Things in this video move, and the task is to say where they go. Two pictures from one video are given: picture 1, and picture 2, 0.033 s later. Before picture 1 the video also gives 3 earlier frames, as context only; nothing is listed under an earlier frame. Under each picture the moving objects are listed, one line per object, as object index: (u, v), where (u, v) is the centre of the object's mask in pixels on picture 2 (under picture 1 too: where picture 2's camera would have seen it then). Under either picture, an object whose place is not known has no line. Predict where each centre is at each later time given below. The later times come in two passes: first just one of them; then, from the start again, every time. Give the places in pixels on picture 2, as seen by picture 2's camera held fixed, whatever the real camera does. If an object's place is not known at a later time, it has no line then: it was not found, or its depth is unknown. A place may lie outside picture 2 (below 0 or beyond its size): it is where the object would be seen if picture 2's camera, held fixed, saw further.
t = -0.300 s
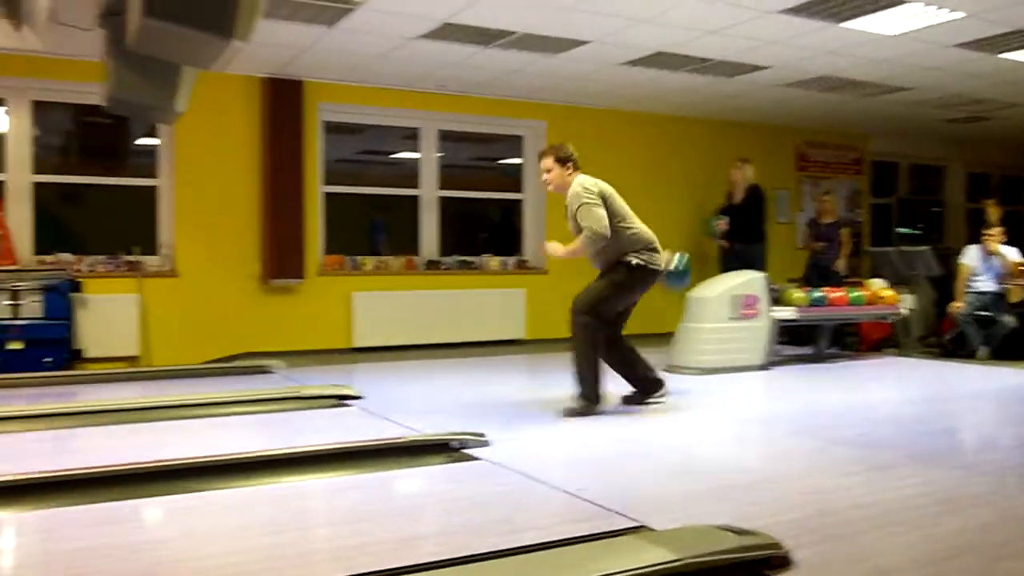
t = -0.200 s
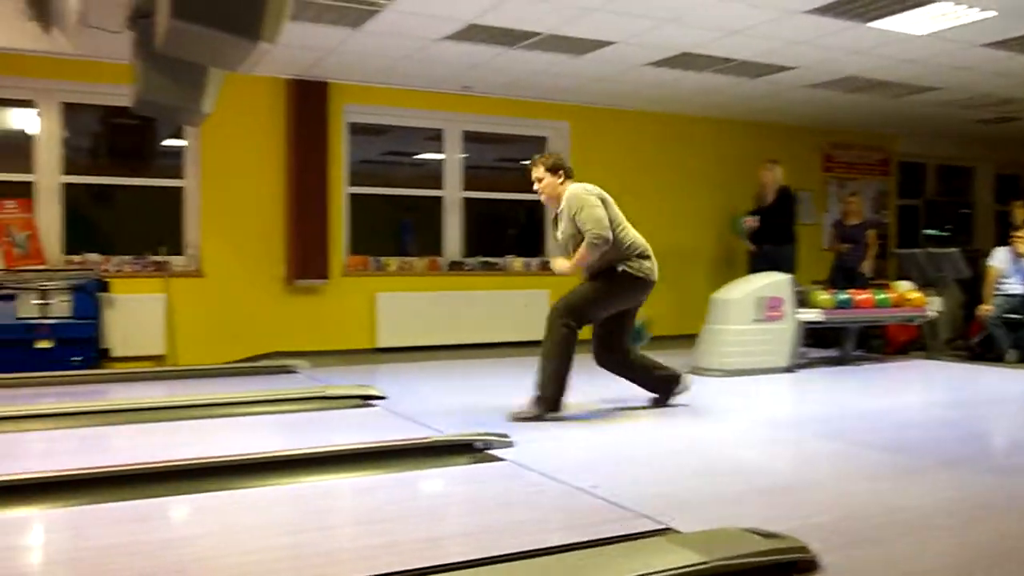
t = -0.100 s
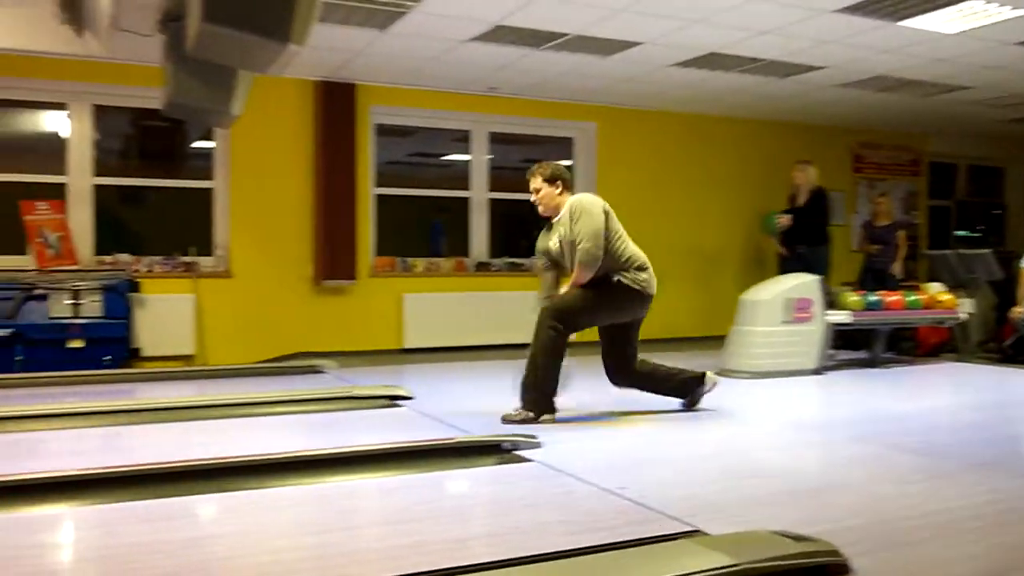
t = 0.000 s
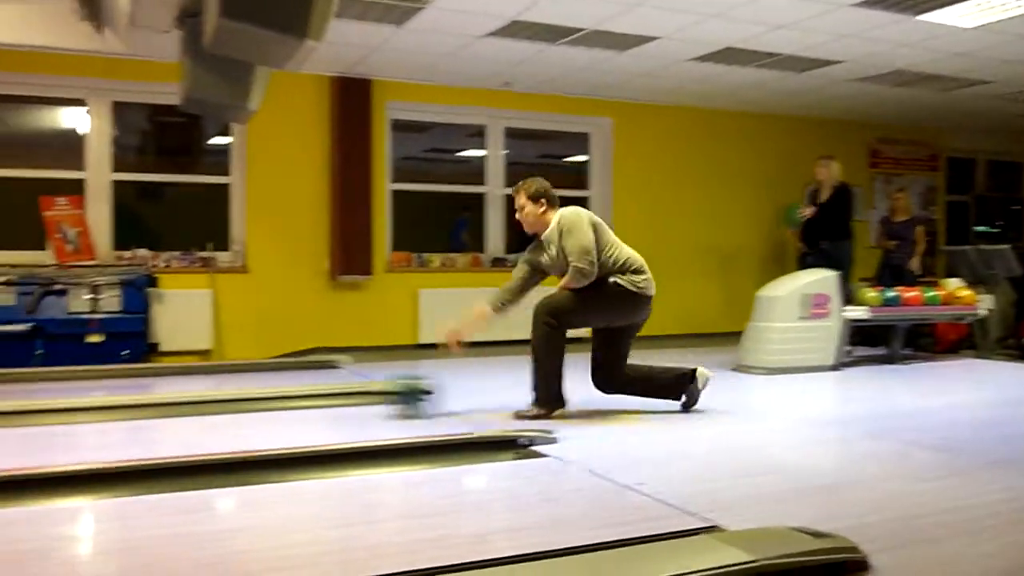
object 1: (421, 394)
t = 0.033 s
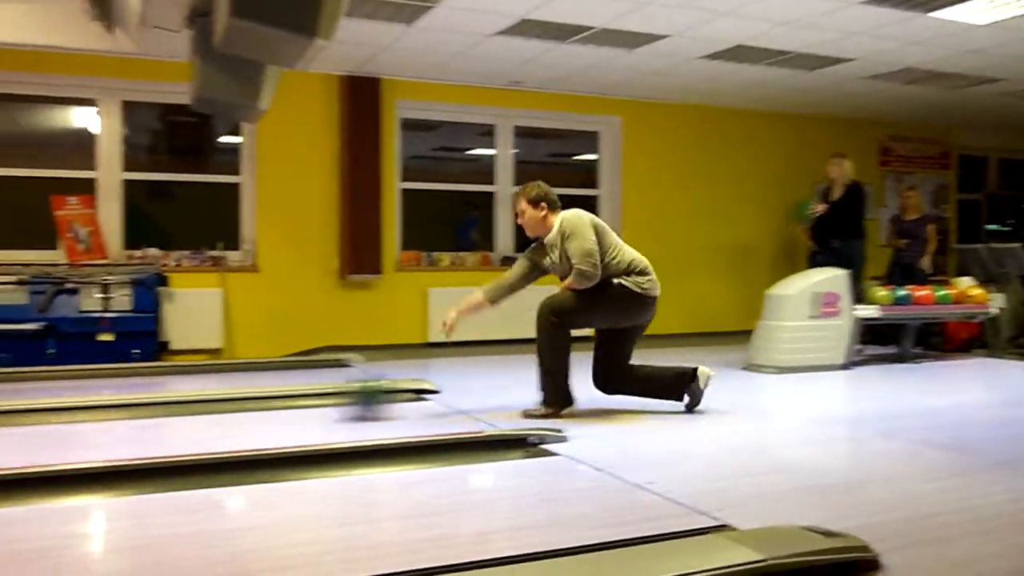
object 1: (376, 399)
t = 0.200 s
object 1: (58, 420)
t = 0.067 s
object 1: (316, 401)
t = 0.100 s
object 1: (255, 406)
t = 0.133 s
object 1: (197, 410)
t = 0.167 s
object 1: (129, 415)
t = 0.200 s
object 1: (58, 420)
